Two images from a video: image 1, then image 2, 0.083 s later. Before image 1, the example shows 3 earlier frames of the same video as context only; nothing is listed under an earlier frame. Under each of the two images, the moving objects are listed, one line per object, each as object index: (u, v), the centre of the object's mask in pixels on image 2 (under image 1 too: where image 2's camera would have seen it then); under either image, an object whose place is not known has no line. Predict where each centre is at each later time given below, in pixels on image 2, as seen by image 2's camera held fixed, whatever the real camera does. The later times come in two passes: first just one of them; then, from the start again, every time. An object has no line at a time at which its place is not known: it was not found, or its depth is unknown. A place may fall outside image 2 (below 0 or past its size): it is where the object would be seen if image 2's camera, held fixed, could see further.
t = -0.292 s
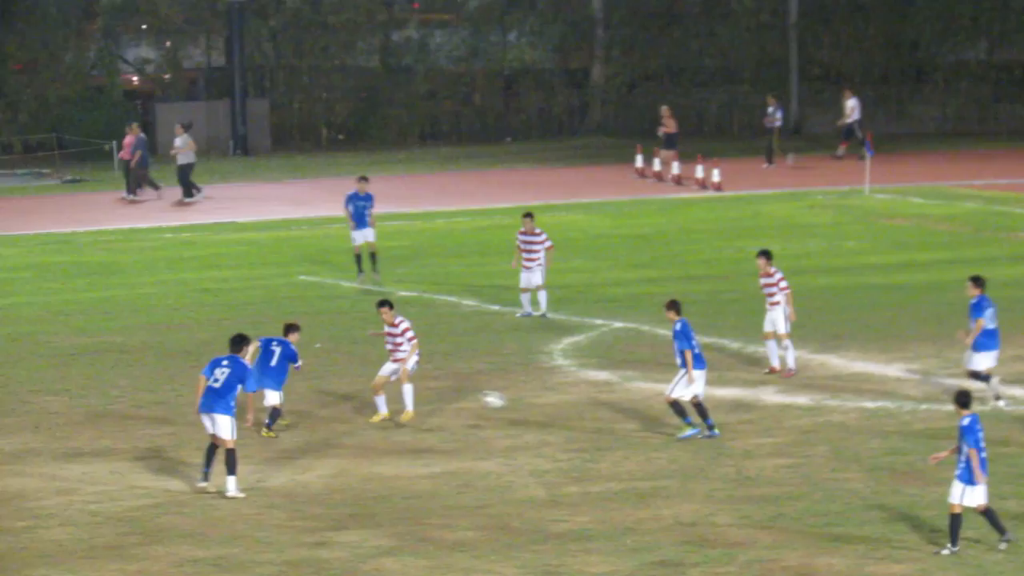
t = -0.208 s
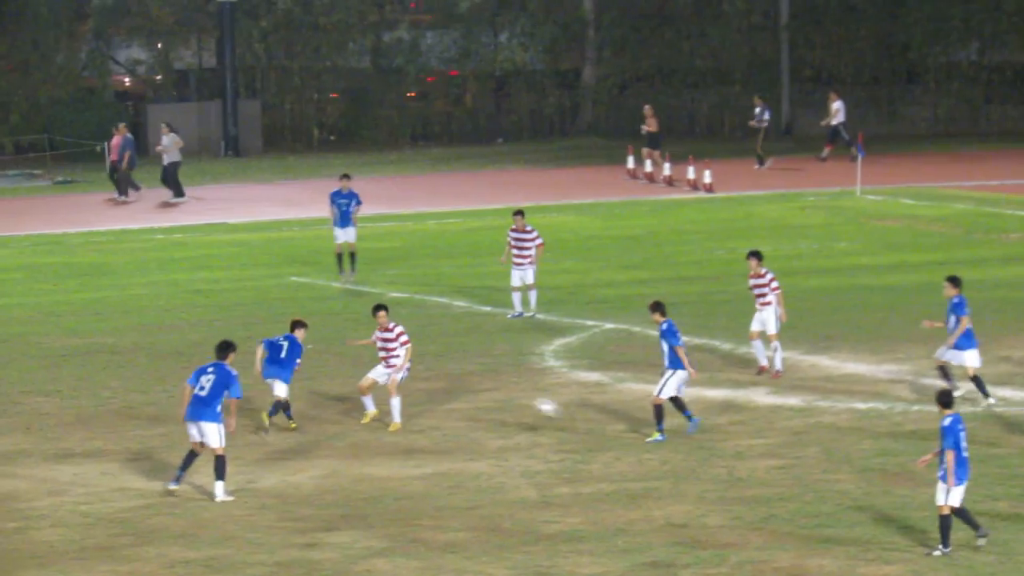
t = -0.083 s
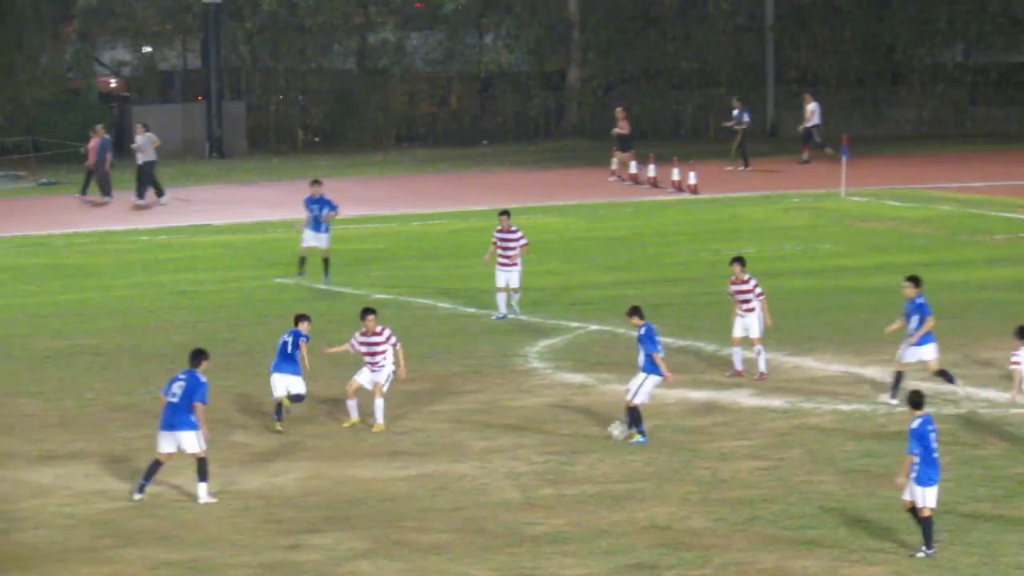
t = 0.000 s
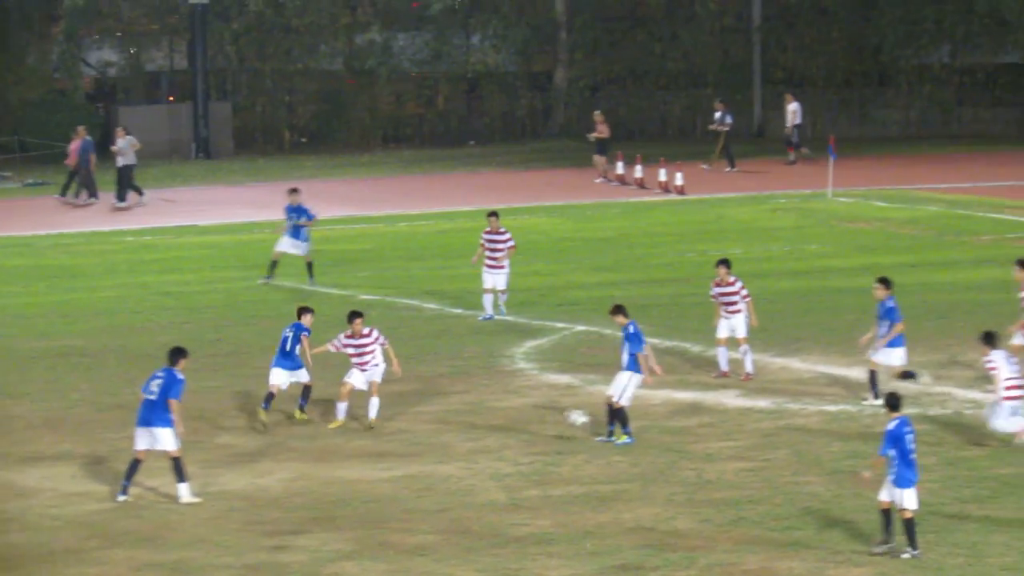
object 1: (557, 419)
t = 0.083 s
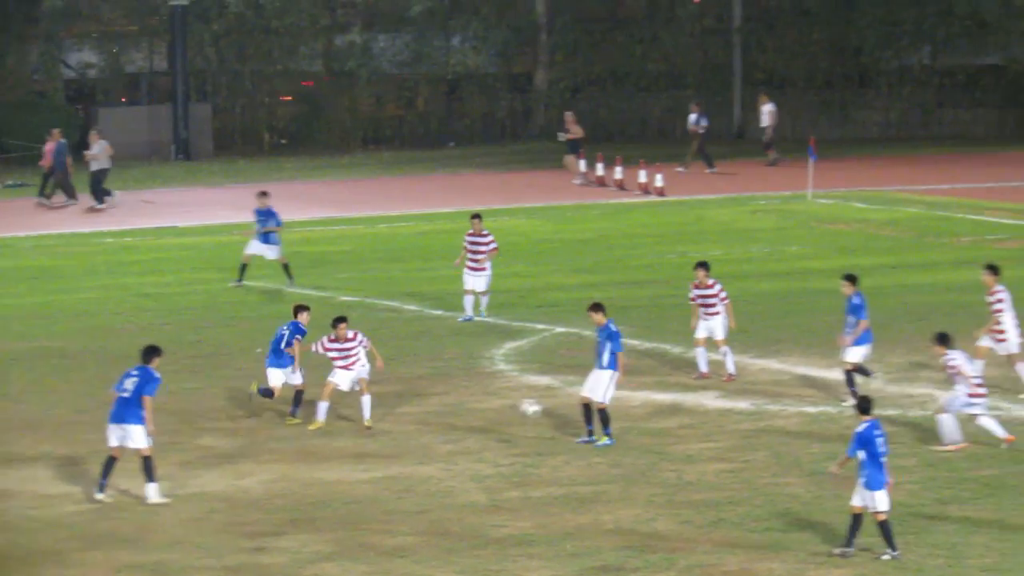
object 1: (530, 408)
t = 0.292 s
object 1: (460, 405)
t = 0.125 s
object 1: (517, 404)
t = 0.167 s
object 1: (502, 402)
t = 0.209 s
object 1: (488, 402)
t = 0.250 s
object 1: (475, 403)
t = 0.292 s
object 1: (460, 405)
